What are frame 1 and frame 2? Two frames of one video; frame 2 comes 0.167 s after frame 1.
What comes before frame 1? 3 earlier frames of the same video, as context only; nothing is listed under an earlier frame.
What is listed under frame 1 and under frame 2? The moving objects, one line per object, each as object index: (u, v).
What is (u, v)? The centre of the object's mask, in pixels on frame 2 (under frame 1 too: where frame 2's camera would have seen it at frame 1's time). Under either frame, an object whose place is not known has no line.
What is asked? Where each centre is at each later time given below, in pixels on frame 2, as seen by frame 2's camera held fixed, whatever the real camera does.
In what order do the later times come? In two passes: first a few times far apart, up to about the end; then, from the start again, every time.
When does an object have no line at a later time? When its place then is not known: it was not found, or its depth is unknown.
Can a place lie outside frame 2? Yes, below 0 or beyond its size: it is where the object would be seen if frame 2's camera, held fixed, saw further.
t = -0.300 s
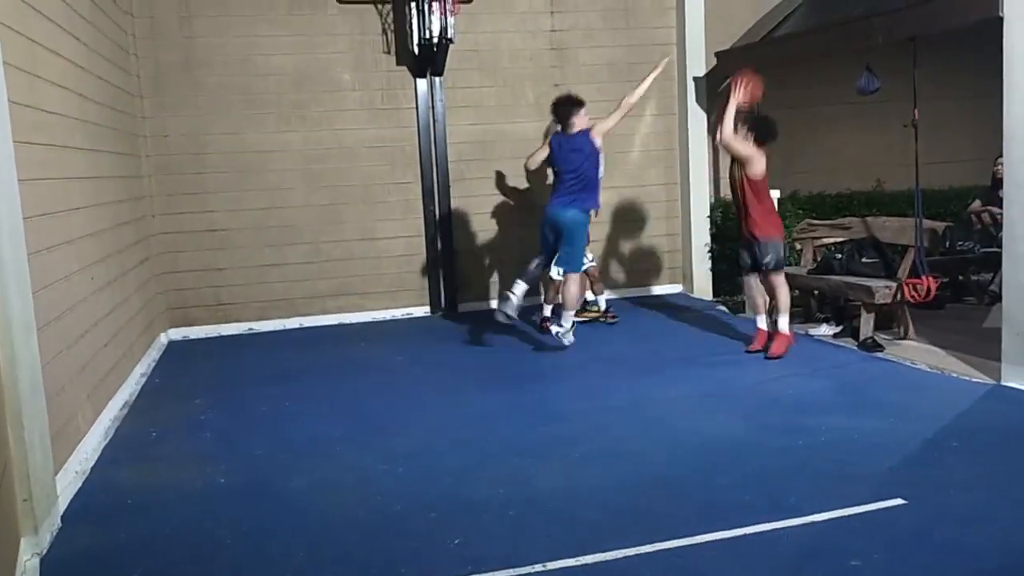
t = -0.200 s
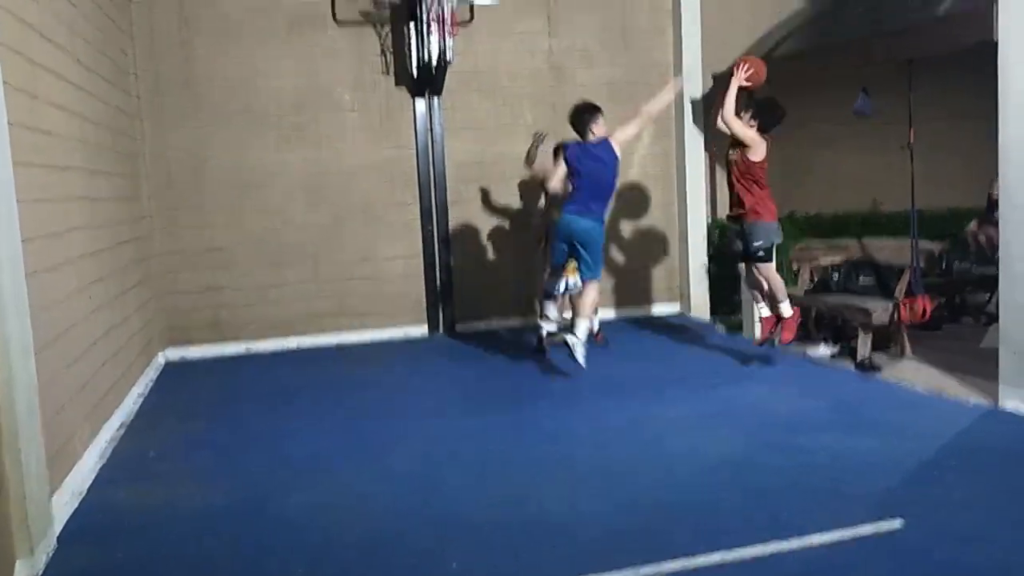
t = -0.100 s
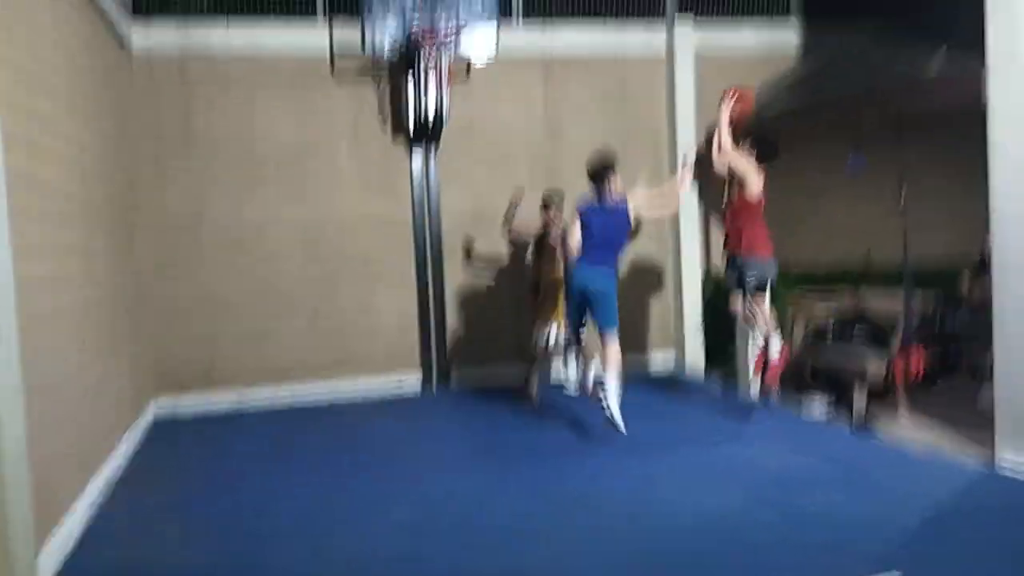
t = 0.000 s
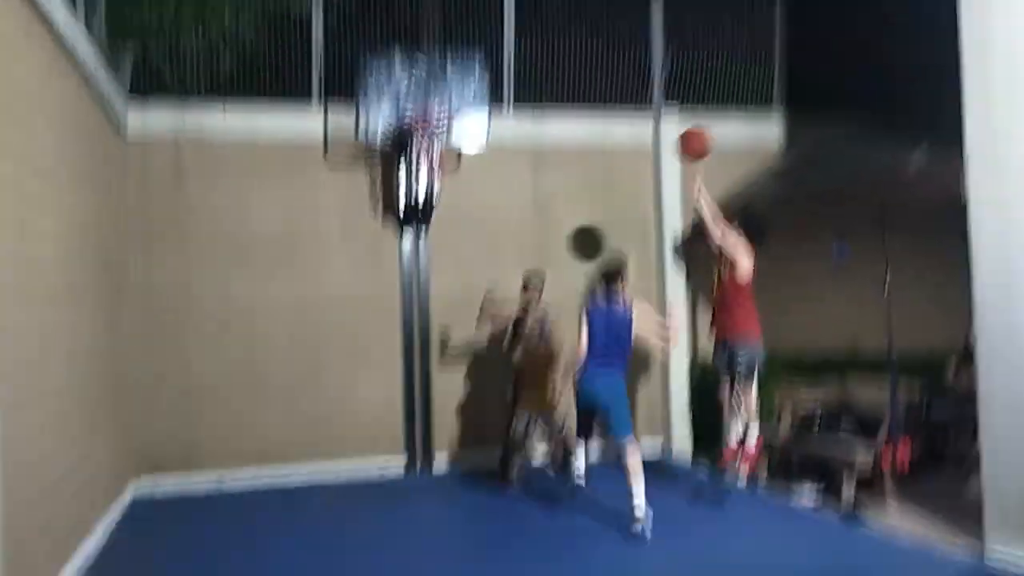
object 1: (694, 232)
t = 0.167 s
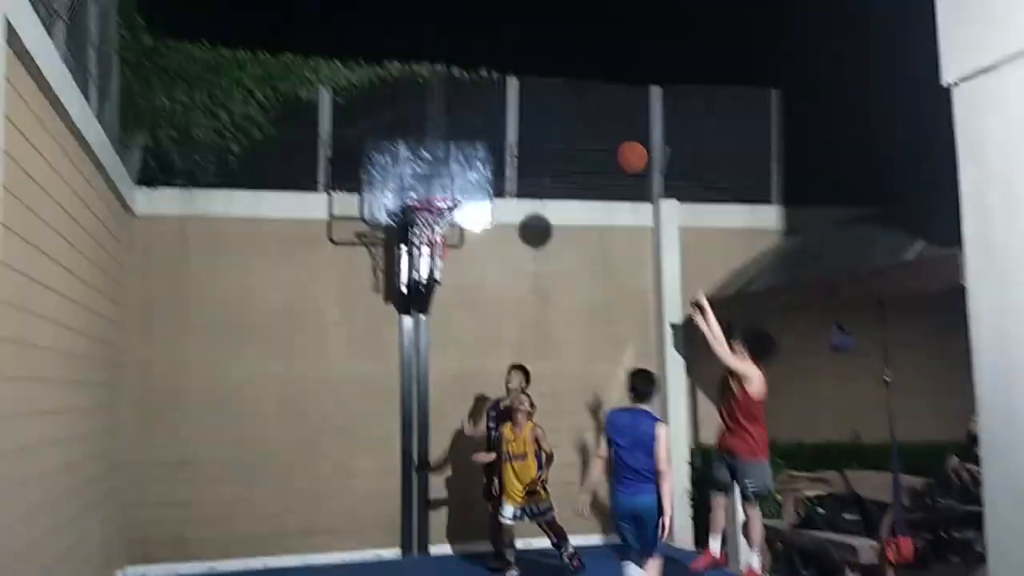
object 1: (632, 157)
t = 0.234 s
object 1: (609, 139)
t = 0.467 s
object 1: (534, 122)
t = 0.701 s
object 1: (465, 169)
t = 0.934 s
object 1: (421, 193)
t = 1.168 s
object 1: (424, 173)
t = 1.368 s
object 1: (431, 196)
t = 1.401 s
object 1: (432, 208)
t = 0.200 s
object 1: (620, 147)
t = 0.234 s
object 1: (609, 139)
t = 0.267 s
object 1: (597, 132)
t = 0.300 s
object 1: (587, 127)
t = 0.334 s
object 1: (576, 123)
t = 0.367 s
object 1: (565, 121)
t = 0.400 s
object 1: (554, 121)
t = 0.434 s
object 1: (544, 120)
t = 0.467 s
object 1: (534, 122)
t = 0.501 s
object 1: (523, 125)
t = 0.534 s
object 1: (514, 130)
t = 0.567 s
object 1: (503, 135)
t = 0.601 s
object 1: (494, 142)
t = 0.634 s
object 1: (485, 148)
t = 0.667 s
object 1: (476, 158)
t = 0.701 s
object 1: (465, 169)
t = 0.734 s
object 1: (456, 181)
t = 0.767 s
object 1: (449, 186)
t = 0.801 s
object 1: (443, 185)
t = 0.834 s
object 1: (438, 185)
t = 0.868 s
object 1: (431, 186)
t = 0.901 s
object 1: (426, 187)
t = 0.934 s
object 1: (421, 193)
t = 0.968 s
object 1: (418, 193)
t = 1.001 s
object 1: (420, 185)
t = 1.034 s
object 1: (421, 181)
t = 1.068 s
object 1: (422, 176)
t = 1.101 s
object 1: (422, 174)
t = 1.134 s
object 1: (424, 173)
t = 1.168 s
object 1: (424, 173)
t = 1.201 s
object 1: (425, 175)
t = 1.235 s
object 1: (426, 177)
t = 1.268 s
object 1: (427, 181)
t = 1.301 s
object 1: (428, 184)
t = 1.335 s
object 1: (429, 188)
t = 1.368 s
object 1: (431, 196)
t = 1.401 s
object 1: (432, 208)
